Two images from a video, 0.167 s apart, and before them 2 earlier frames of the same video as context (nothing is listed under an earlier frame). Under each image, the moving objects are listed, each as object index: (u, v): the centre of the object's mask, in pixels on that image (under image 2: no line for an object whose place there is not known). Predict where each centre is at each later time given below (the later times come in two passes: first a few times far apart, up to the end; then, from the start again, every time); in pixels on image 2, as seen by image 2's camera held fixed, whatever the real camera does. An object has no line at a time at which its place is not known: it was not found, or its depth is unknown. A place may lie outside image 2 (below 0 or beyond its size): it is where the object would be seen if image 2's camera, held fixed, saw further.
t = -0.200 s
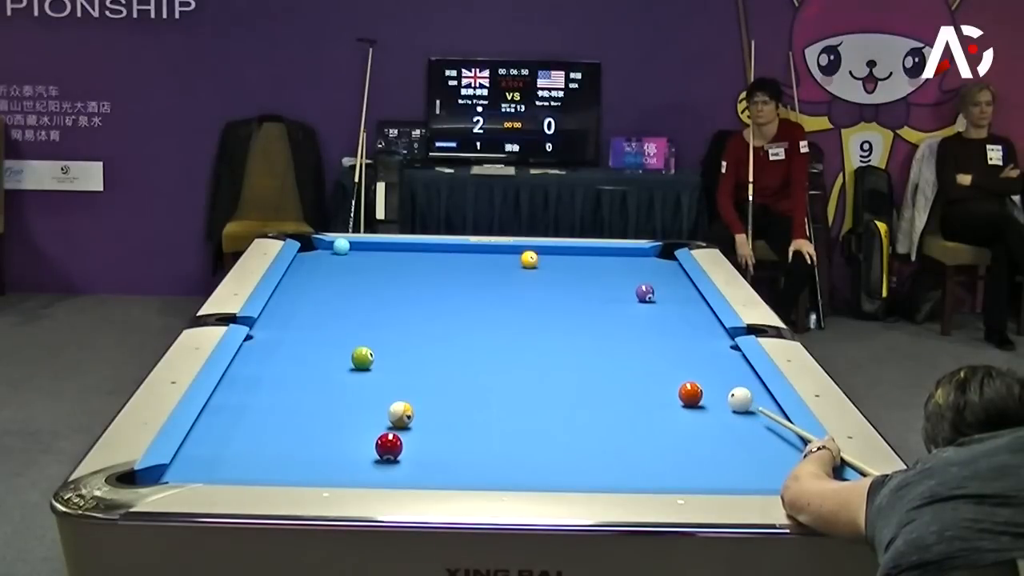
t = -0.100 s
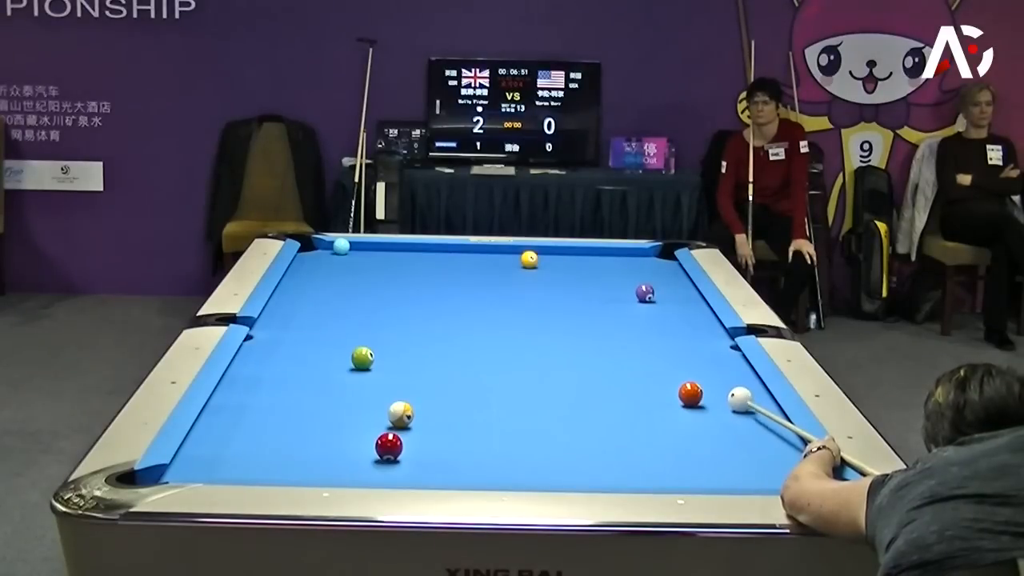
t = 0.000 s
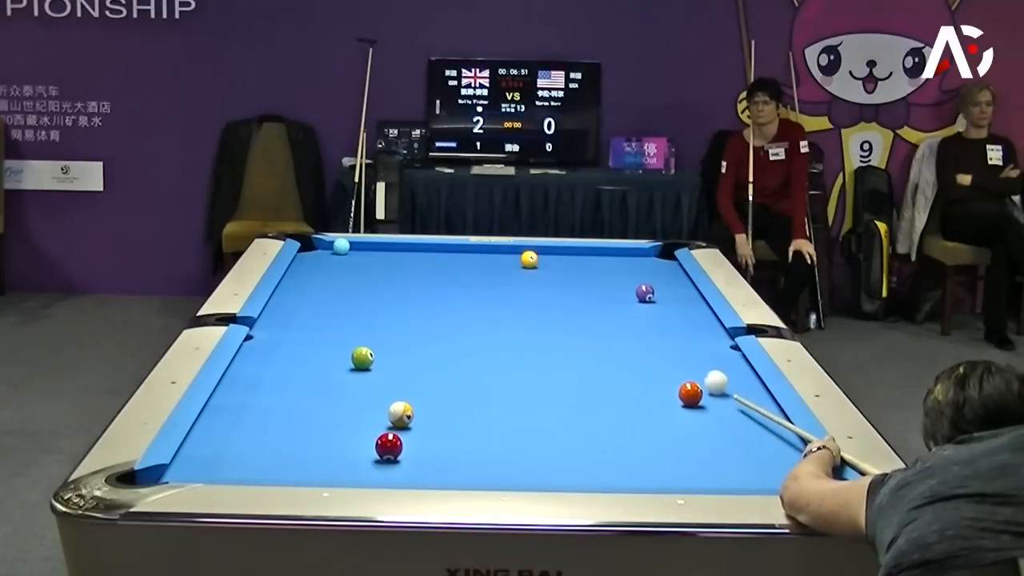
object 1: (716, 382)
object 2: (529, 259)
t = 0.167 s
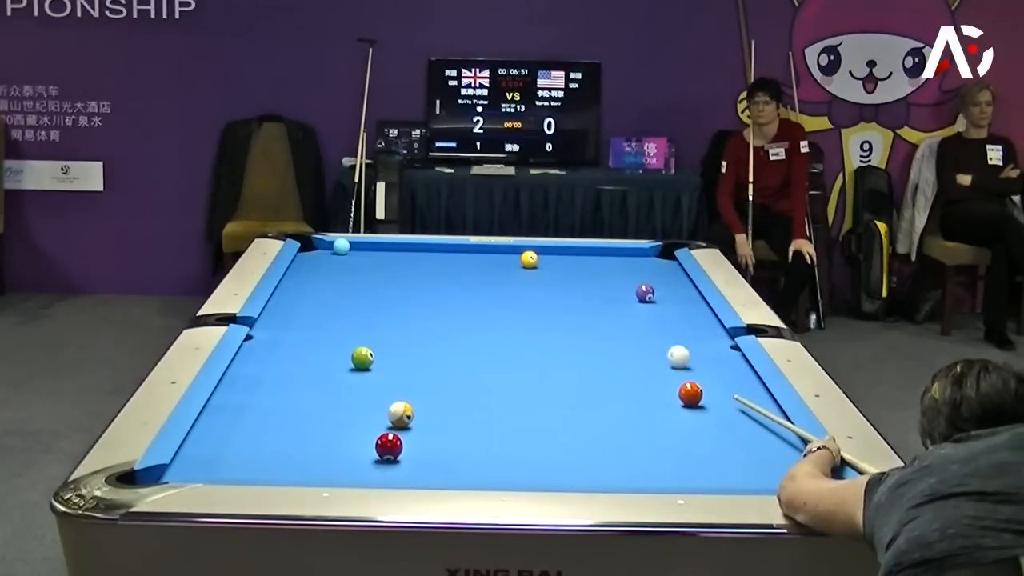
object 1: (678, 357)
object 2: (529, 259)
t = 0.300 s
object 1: (654, 340)
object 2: (529, 259)
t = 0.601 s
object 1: (609, 309)
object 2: (529, 259)
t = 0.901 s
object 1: (570, 282)
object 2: (529, 259)
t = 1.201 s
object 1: (547, 261)
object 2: (521, 258)
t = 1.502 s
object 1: (569, 251)
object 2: (475, 249)
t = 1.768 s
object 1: (585, 254)
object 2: (449, 249)
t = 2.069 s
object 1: (602, 259)
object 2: (422, 252)
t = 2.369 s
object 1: (618, 265)
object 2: (397, 254)
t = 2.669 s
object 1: (634, 270)
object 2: (373, 256)
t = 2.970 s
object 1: (649, 274)
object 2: (352, 259)
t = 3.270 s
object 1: (663, 279)
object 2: (331, 261)
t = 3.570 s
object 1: (676, 284)
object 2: (313, 263)
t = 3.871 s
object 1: (687, 287)
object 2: (299, 264)
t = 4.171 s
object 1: (684, 290)
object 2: (306, 265)
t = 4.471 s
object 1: (681, 292)
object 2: (310, 266)
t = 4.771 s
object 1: (680, 294)
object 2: (314, 267)
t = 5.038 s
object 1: (679, 295)
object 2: (316, 267)
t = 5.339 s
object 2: (316, 268)
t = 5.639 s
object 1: (677, 297)
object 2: (316, 268)
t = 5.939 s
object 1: (678, 297)
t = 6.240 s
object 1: (678, 297)
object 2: (316, 268)
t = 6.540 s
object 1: (678, 297)
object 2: (316, 268)
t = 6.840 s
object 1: (677, 297)
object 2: (316, 267)
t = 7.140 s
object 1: (678, 297)
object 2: (316, 268)
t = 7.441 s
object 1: (678, 297)
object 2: (316, 268)
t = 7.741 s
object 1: (678, 297)
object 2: (316, 268)
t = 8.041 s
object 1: (678, 298)
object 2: (316, 267)
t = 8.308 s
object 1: (678, 298)
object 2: (316, 268)
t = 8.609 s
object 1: (678, 298)
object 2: (316, 268)
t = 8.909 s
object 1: (678, 298)
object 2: (316, 268)
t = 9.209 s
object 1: (678, 298)
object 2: (316, 268)
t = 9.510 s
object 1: (678, 298)
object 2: (316, 268)
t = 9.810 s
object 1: (678, 297)
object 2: (316, 268)
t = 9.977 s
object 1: (678, 298)
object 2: (316, 268)
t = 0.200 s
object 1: (672, 353)
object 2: (529, 259)
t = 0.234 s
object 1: (666, 348)
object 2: (529, 259)
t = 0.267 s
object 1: (660, 344)
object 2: (529, 259)
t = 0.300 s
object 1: (654, 340)
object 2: (529, 259)
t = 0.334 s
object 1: (649, 336)
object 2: (529, 259)
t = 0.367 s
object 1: (643, 333)
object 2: (529, 259)
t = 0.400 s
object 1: (638, 329)
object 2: (529, 259)
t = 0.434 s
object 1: (633, 325)
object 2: (529, 259)
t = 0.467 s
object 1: (628, 322)
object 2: (529, 259)
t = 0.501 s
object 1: (623, 318)
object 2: (529, 259)
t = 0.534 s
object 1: (618, 315)
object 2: (529, 259)
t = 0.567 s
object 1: (613, 312)
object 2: (529, 259)
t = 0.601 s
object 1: (609, 309)
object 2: (529, 259)
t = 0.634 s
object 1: (604, 305)
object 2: (529, 259)
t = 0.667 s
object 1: (599, 302)
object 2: (529, 259)
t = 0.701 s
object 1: (595, 299)
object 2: (529, 259)
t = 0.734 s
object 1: (591, 296)
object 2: (529, 259)
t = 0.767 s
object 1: (586, 293)
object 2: (529, 259)
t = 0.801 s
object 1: (582, 290)
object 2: (529, 259)
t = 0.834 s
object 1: (578, 287)
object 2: (529, 259)
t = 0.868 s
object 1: (574, 284)
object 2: (529, 259)
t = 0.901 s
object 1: (570, 282)
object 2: (529, 259)
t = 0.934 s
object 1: (566, 279)
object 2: (529, 259)
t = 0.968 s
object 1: (563, 276)
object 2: (529, 259)
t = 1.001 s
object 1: (559, 274)
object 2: (529, 259)
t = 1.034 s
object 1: (556, 271)
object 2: (529, 259)
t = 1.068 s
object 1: (552, 269)
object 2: (529, 259)
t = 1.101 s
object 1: (549, 266)
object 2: (529, 259)
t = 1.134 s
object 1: (545, 264)
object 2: (529, 259)
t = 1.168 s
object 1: (544, 262)
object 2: (527, 259)
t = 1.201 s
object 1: (547, 261)
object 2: (521, 258)
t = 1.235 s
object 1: (550, 260)
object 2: (514, 257)
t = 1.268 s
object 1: (554, 259)
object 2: (508, 255)
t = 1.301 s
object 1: (556, 258)
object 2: (503, 254)
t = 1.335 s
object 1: (558, 257)
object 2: (498, 253)
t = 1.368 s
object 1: (560, 256)
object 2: (494, 252)
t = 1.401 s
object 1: (562, 255)
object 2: (489, 252)
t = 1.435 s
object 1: (564, 253)
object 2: (484, 251)
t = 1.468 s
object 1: (567, 252)
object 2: (480, 250)
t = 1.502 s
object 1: (569, 251)
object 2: (475, 249)
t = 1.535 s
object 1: (571, 250)
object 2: (471, 248)
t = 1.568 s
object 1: (573, 250)
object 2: (467, 248)
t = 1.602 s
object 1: (575, 251)
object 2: (464, 248)
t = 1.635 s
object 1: (577, 252)
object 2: (461, 248)
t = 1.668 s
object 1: (579, 252)
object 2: (458, 248)
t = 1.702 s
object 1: (581, 253)
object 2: (455, 249)
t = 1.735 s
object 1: (583, 253)
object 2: (452, 249)
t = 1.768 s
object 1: (585, 254)
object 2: (449, 249)
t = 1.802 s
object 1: (587, 255)
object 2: (446, 250)
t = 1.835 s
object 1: (588, 255)
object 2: (443, 250)
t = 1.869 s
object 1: (590, 256)
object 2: (440, 250)
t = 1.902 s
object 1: (592, 256)
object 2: (437, 250)
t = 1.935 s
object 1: (594, 257)
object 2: (434, 250)
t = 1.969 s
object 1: (596, 258)
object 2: (431, 251)
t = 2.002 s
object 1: (598, 258)
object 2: (428, 251)
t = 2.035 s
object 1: (600, 259)
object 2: (425, 251)
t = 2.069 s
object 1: (602, 259)
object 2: (422, 252)
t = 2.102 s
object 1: (603, 260)
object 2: (419, 252)
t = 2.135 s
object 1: (605, 261)
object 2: (416, 252)
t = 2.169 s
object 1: (607, 261)
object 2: (414, 252)
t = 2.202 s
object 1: (609, 262)
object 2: (411, 253)
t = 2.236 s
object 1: (611, 262)
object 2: (408, 253)
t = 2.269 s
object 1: (613, 263)
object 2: (405, 253)
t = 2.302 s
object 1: (614, 263)
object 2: (402, 254)
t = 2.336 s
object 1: (616, 264)
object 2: (400, 254)
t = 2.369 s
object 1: (618, 265)
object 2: (397, 254)
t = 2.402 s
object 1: (620, 265)
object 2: (394, 255)
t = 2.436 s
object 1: (622, 266)
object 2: (392, 255)
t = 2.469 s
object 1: (624, 266)
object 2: (389, 255)
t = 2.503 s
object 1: (625, 267)
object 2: (386, 255)
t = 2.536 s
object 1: (627, 268)
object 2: (384, 255)
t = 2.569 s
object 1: (629, 268)
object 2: (381, 256)
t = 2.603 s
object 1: (630, 269)
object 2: (378, 256)
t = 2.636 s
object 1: (632, 269)
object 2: (376, 256)
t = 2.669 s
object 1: (634, 270)
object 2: (373, 256)
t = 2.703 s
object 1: (636, 270)
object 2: (371, 257)
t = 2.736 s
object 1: (637, 271)
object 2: (368, 257)
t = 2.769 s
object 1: (639, 271)
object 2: (366, 257)
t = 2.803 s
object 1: (641, 272)
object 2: (363, 258)
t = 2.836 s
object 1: (642, 272)
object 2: (361, 258)
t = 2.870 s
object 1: (644, 273)
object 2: (359, 258)
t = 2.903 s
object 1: (646, 273)
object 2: (356, 258)
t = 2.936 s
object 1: (647, 274)
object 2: (354, 258)
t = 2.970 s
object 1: (649, 274)
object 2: (352, 259)
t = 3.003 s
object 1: (650, 275)
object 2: (349, 259)
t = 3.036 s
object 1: (652, 275)
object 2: (347, 259)
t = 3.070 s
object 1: (654, 276)
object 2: (345, 259)
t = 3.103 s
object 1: (655, 277)
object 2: (342, 260)
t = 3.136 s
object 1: (656, 277)
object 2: (340, 260)
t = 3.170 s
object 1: (658, 277)
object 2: (338, 260)
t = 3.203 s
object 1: (660, 278)
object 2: (335, 260)
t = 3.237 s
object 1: (661, 279)
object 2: (333, 261)
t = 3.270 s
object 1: (663, 279)
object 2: (331, 261)
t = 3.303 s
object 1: (664, 280)
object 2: (329, 261)
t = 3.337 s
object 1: (666, 280)
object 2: (327, 261)
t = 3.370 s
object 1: (667, 281)
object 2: (325, 261)
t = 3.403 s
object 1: (669, 281)
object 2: (323, 262)
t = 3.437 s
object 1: (670, 282)
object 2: (321, 262)
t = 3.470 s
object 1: (672, 282)
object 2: (318, 262)
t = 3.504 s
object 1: (673, 283)
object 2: (317, 262)
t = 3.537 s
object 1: (674, 283)
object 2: (315, 262)
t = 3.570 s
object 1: (676, 284)
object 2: (313, 263)
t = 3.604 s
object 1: (677, 284)
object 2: (311, 263)
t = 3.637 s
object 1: (678, 284)
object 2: (309, 263)
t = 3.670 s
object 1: (680, 285)
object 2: (307, 263)
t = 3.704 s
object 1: (681, 285)
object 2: (305, 263)
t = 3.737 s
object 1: (682, 286)
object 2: (303, 263)
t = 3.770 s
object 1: (684, 286)
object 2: (302, 264)
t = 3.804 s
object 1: (685, 287)
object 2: (300, 264)
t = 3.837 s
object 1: (686, 287)
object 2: (299, 264)
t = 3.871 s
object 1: (687, 287)
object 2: (299, 264)
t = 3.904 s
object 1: (687, 288)
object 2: (300, 264)
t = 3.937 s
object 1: (686, 288)
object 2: (301, 264)
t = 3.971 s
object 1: (686, 288)
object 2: (301, 264)
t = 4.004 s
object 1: (686, 289)
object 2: (302, 265)
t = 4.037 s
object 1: (686, 289)
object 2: (303, 265)
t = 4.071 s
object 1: (685, 289)
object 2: (304, 265)
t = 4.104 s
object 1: (685, 290)
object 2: (304, 265)
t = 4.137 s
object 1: (685, 290)
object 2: (305, 265)
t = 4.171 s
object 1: (684, 290)
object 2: (306, 265)
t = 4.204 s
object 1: (684, 290)
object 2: (306, 265)
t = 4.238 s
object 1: (683, 290)
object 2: (307, 265)
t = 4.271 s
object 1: (683, 291)
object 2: (307, 265)
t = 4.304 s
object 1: (683, 291)
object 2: (308, 266)
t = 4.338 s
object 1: (682, 291)
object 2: (308, 266)
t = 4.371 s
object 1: (682, 291)
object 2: (309, 266)
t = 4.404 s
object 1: (682, 291)
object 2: (309, 266)
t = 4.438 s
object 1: (682, 292)
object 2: (310, 266)
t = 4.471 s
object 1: (681, 292)
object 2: (310, 266)
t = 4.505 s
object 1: (681, 292)
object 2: (311, 266)
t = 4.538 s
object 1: (681, 293)
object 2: (311, 267)
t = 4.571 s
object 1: (681, 293)
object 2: (311, 267)
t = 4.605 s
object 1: (681, 293)
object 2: (312, 267)
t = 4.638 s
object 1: (680, 293)
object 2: (312, 267)
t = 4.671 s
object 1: (680, 294)
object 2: (313, 267)
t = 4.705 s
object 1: (680, 294)
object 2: (313, 267)
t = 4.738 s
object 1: (680, 294)
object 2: (313, 267)
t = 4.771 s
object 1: (680, 294)
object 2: (314, 267)
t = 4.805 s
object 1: (680, 294)
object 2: (314, 267)
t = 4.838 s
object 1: (679, 294)
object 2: (314, 267)
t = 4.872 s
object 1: (679, 295)
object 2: (315, 267)
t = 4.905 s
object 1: (679, 295)
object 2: (315, 267)
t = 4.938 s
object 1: (679, 295)
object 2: (315, 267)
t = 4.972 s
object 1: (679, 295)
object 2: (315, 267)
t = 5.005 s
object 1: (679, 295)
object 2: (315, 267)
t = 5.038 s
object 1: (679, 295)
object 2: (316, 267)
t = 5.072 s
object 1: (678, 296)
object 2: (316, 267)
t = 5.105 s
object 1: (675, 294)
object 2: (316, 267)
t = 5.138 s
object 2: (316, 267)
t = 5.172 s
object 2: (316, 268)
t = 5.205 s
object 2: (316, 267)
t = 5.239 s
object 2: (316, 268)
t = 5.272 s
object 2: (316, 267)
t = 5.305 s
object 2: (316, 267)
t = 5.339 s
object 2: (316, 268)
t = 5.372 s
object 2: (316, 268)
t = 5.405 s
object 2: (316, 268)
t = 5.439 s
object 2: (316, 268)
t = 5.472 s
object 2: (316, 268)
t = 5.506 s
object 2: (316, 268)
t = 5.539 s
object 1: (677, 297)
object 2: (316, 268)
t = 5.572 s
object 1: (677, 297)
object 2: (316, 268)
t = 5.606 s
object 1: (677, 297)
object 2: (316, 268)
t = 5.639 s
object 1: (677, 297)
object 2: (316, 268)
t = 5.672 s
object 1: (677, 297)
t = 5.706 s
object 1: (677, 297)
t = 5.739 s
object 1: (677, 297)
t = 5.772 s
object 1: (678, 297)
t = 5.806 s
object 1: (677, 297)
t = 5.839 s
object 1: (677, 297)
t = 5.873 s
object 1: (677, 297)
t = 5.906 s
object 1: (677, 297)
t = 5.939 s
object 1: (678, 297)
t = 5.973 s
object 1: (677, 297)
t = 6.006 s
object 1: (677, 297)
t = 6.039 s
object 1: (678, 297)
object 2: (316, 268)
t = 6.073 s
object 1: (677, 297)
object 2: (316, 268)
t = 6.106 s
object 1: (678, 297)
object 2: (316, 268)
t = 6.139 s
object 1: (677, 297)
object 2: (316, 268)
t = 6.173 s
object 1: (677, 297)
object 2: (316, 268)
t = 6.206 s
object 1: (677, 297)
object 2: (316, 268)
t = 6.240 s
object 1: (678, 297)
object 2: (316, 268)
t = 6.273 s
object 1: (677, 297)
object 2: (316, 268)
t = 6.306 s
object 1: (677, 297)
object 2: (316, 268)
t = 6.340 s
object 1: (677, 297)
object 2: (316, 267)
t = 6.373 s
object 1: (677, 297)
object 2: (316, 268)
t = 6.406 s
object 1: (677, 297)
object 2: (316, 267)
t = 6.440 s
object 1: (678, 297)
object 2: (316, 268)
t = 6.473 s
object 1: (678, 297)
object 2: (316, 268)
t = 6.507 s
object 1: (677, 297)
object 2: (316, 268)
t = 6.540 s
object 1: (678, 297)
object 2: (316, 268)
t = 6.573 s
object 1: (677, 297)
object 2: (316, 268)
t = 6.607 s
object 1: (677, 297)
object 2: (316, 268)
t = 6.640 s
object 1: (678, 297)
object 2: (316, 268)
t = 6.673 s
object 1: (678, 297)
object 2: (316, 267)
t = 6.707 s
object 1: (677, 297)
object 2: (316, 268)
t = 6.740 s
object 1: (678, 297)
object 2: (316, 267)
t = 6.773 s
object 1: (677, 297)
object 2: (316, 268)
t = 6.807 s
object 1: (677, 297)
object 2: (316, 267)
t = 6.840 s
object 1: (677, 297)
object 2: (316, 267)
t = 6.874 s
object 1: (677, 297)
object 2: (316, 268)
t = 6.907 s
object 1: (678, 297)
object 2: (316, 268)
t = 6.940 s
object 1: (678, 297)
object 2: (316, 268)
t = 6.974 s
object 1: (678, 297)
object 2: (316, 268)
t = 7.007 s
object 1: (678, 297)
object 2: (316, 268)
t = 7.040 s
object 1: (678, 297)
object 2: (316, 267)
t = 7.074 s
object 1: (677, 297)
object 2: (316, 267)
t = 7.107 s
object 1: (678, 297)
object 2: (316, 267)
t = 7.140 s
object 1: (678, 297)
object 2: (316, 268)
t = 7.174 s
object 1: (678, 297)
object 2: (316, 268)
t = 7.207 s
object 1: (677, 297)
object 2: (316, 268)
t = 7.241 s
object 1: (677, 297)
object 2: (316, 268)
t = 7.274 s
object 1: (677, 297)
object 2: (316, 268)
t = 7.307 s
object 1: (677, 297)
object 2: (316, 267)
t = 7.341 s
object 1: (677, 297)
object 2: (316, 268)
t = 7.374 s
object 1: (677, 297)
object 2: (316, 268)
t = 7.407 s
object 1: (677, 297)
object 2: (316, 268)
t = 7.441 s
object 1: (678, 297)
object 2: (316, 268)
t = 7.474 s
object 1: (677, 297)
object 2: (316, 268)
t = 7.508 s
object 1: (677, 297)
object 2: (316, 268)
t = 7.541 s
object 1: (677, 297)
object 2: (316, 268)
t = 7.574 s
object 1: (678, 297)
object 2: (316, 268)
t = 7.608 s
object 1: (678, 297)
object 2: (316, 268)
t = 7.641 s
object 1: (678, 298)
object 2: (316, 268)
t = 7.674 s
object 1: (678, 297)
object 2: (316, 267)
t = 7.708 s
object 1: (678, 298)
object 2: (316, 268)
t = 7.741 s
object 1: (678, 297)
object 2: (316, 268)
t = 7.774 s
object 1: (678, 298)
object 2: (316, 268)
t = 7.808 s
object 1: (678, 298)
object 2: (316, 268)
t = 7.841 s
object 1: (678, 298)
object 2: (316, 268)
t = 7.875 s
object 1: (678, 298)
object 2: (316, 267)
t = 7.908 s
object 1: (678, 298)
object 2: (316, 268)
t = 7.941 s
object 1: (678, 298)
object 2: (316, 268)
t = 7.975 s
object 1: (678, 298)
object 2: (316, 268)
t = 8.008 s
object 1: (678, 298)
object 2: (316, 268)
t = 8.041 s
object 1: (678, 298)
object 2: (316, 267)
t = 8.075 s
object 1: (678, 298)
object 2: (316, 268)
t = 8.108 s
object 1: (678, 298)
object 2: (316, 268)
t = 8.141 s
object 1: (678, 298)
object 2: (316, 267)
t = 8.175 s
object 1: (678, 298)
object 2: (316, 268)
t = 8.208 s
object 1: (678, 298)
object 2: (316, 268)
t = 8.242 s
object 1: (678, 298)
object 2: (316, 268)
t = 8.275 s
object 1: (678, 298)
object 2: (316, 267)
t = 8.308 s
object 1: (678, 298)
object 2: (316, 268)
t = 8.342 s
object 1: (678, 298)
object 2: (316, 268)
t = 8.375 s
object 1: (678, 298)
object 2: (316, 268)
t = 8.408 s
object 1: (678, 298)
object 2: (316, 267)
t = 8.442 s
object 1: (678, 298)
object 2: (316, 267)
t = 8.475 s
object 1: (678, 298)
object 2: (316, 268)
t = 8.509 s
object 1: (678, 298)
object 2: (316, 268)
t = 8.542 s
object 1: (678, 298)
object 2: (316, 268)
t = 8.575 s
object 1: (678, 298)
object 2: (316, 268)
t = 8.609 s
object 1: (678, 298)
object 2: (316, 268)
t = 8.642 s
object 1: (678, 298)
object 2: (316, 268)
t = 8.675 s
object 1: (678, 298)
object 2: (316, 267)
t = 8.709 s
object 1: (678, 298)
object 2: (316, 268)
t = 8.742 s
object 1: (678, 298)
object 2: (316, 268)
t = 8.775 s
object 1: (678, 298)
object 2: (316, 267)
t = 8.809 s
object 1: (678, 298)
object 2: (316, 267)
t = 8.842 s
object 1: (678, 298)
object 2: (316, 268)
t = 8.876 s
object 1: (678, 298)
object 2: (316, 268)
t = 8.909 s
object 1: (678, 298)
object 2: (316, 268)
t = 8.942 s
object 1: (678, 298)
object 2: (316, 268)
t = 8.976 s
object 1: (678, 298)
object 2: (316, 268)
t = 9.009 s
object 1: (678, 298)
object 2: (316, 268)
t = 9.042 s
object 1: (678, 298)
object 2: (316, 267)
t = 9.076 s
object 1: (678, 298)
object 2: (316, 268)
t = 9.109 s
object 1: (678, 298)
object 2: (316, 268)
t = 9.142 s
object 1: (678, 298)
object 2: (316, 268)
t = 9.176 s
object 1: (678, 298)
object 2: (316, 268)
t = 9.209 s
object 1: (678, 298)
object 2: (316, 268)
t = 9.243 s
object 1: (678, 298)
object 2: (316, 268)
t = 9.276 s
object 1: (678, 298)
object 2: (316, 268)
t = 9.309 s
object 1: (678, 298)
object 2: (316, 268)
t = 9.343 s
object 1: (678, 298)
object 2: (316, 268)
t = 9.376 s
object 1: (678, 298)
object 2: (316, 268)
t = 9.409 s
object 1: (678, 298)
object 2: (316, 268)
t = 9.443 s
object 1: (678, 298)
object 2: (316, 268)
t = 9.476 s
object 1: (678, 298)
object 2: (316, 268)
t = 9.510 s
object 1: (678, 298)
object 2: (316, 268)
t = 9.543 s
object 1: (678, 298)
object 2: (316, 268)
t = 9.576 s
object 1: (678, 297)
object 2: (316, 268)
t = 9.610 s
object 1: (678, 298)
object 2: (316, 268)
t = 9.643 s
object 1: (678, 298)
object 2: (316, 268)
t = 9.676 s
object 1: (678, 298)
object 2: (316, 268)
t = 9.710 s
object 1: (678, 298)
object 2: (316, 268)
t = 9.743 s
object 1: (678, 298)
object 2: (316, 268)
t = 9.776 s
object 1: (678, 298)
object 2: (316, 268)
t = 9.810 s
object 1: (678, 297)
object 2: (316, 268)
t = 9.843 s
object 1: (678, 298)
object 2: (316, 268)
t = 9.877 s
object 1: (678, 298)
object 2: (316, 268)
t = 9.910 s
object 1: (678, 298)
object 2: (316, 268)
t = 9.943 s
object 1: (678, 297)
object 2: (316, 268)
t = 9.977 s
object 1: (678, 298)
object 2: (316, 268)
